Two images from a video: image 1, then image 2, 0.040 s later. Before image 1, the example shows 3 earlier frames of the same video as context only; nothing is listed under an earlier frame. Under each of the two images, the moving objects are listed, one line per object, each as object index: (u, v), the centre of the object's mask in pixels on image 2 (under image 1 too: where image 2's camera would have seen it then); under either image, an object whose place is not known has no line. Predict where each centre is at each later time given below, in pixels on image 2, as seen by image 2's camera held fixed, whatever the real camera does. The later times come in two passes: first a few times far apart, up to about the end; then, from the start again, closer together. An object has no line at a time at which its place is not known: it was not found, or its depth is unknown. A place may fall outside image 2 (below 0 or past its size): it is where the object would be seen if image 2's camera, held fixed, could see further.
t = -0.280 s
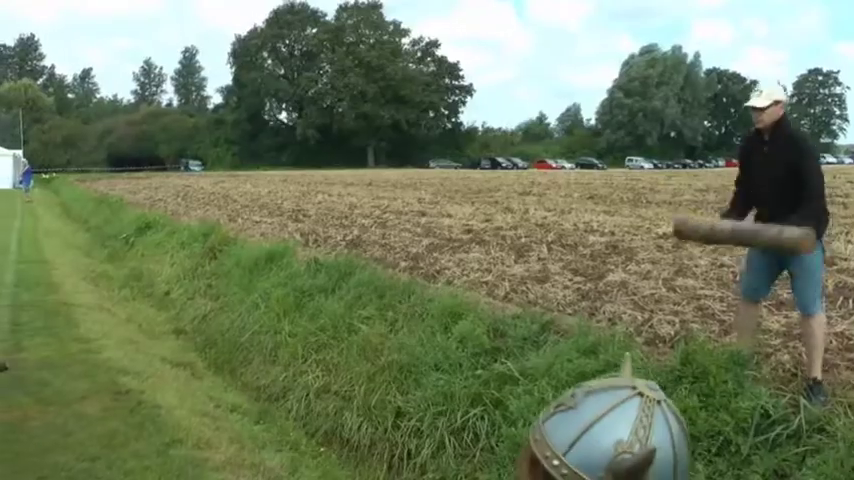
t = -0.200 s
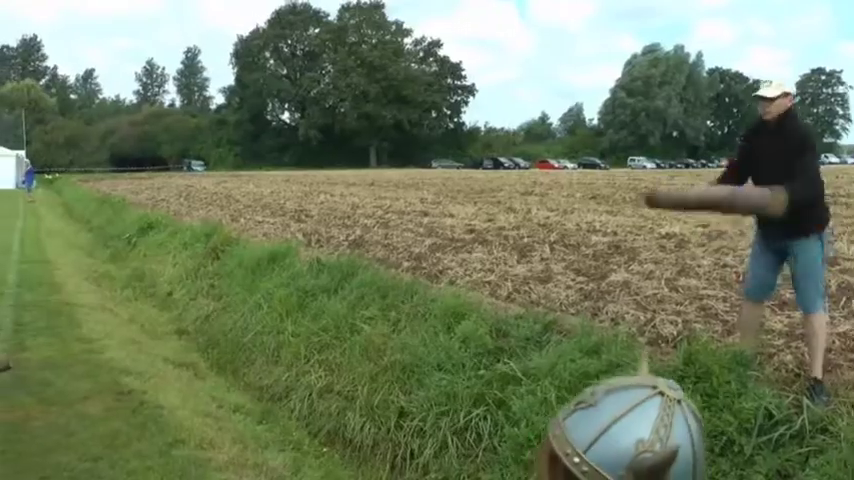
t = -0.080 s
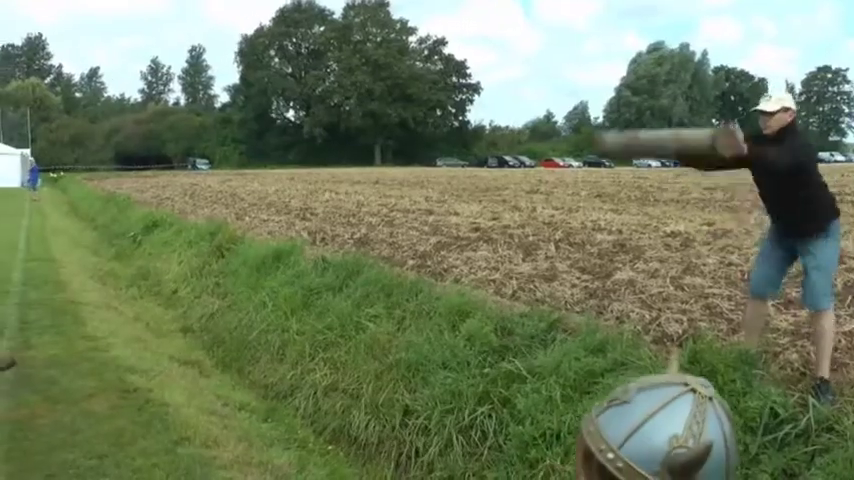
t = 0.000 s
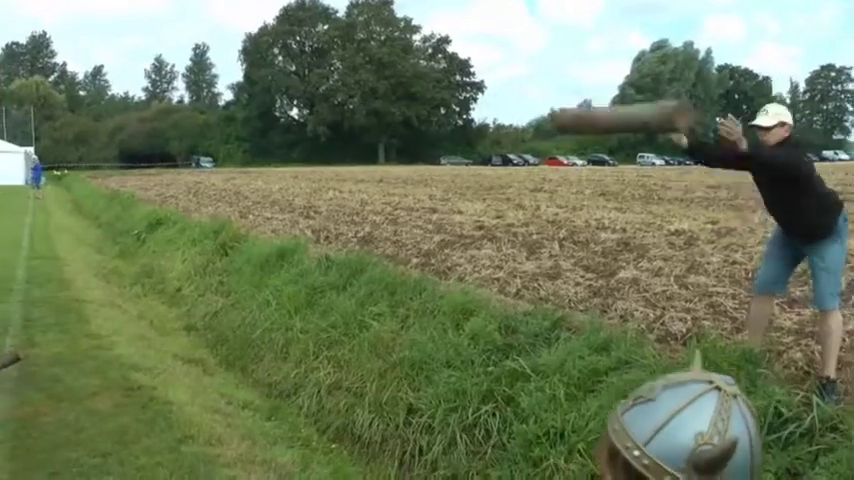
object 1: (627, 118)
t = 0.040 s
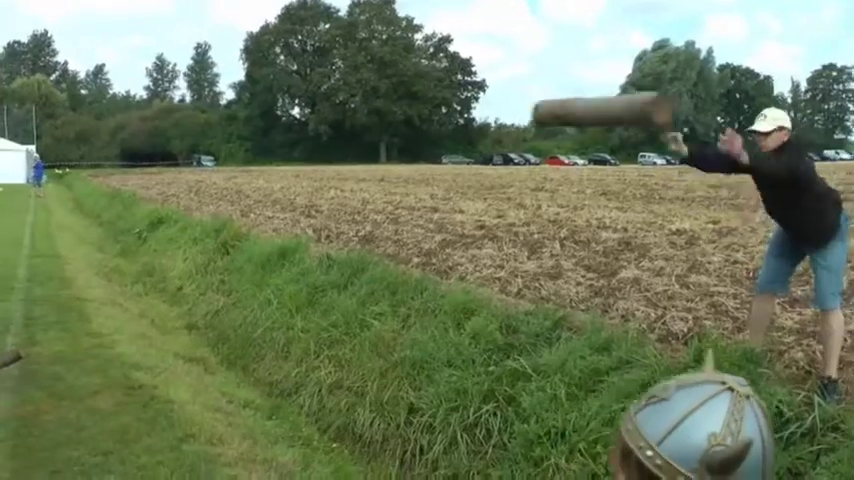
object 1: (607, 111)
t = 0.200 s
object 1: (501, 113)
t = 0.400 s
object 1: (350, 218)
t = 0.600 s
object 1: (161, 434)
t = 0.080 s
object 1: (579, 105)
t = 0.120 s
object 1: (555, 104)
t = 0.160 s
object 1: (530, 107)
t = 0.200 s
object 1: (501, 113)
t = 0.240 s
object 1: (470, 123)
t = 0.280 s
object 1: (440, 137)
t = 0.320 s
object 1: (411, 159)
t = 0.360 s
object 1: (382, 185)
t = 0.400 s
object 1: (350, 218)
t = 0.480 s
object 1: (280, 296)
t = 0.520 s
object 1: (242, 342)
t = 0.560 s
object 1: (204, 396)
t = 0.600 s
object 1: (161, 434)
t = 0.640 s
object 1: (120, 459)
